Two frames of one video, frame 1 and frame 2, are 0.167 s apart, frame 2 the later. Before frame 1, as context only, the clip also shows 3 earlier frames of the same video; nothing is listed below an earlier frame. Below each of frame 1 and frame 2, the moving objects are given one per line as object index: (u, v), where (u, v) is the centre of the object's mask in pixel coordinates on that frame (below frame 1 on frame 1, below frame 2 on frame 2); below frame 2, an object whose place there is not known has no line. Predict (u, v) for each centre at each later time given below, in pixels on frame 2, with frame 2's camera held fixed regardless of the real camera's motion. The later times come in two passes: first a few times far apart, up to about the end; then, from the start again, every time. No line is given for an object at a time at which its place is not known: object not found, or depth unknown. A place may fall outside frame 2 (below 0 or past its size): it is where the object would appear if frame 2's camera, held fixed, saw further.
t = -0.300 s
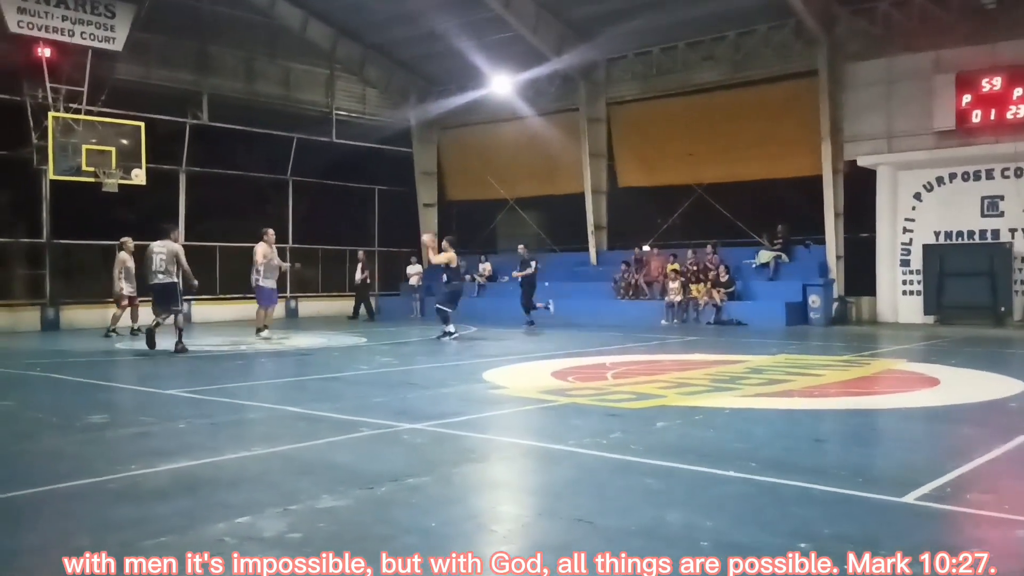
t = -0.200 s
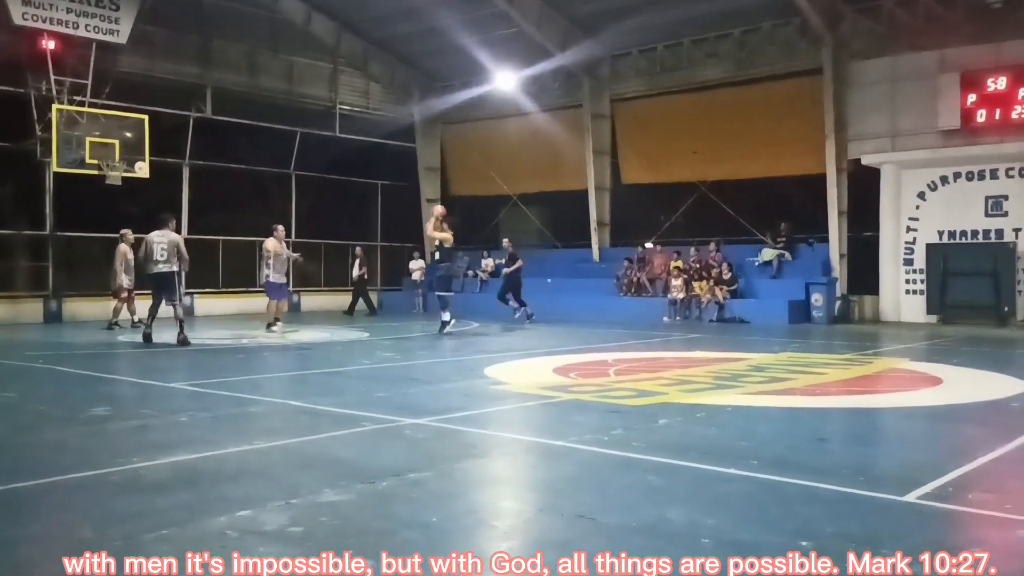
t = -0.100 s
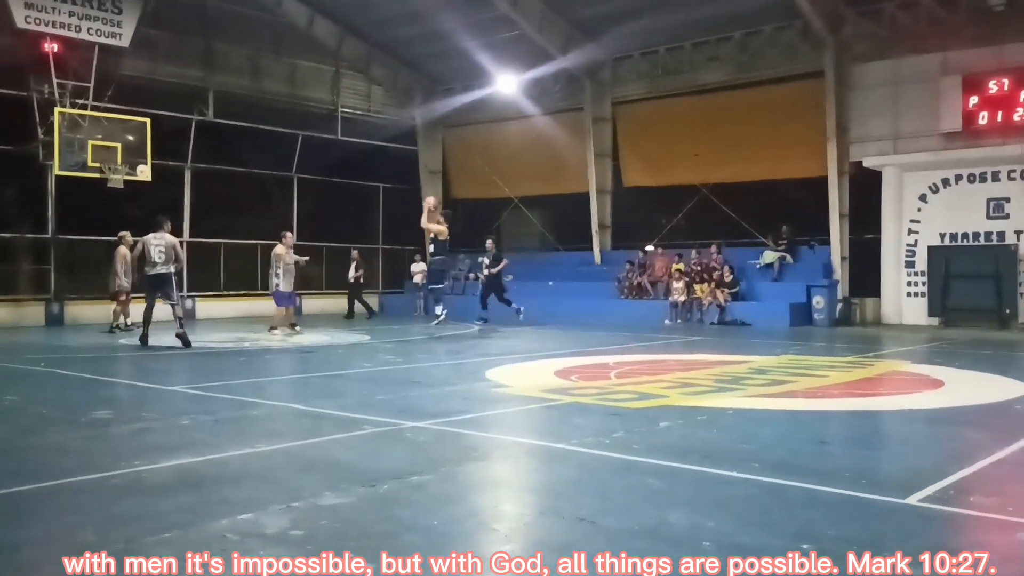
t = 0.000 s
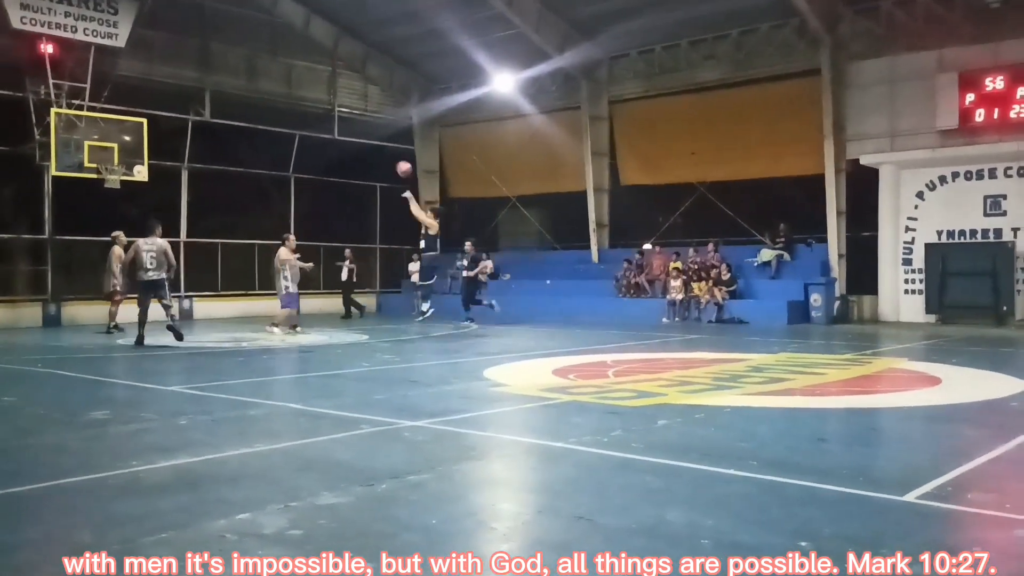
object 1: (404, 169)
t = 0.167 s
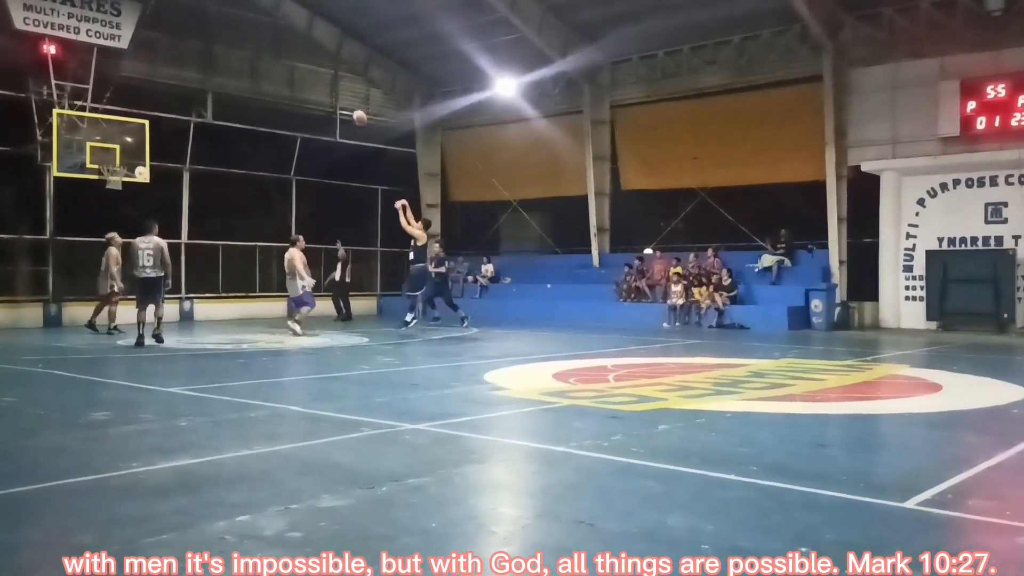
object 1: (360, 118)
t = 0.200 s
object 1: (350, 108)
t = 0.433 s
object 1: (290, 68)
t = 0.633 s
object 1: (241, 59)
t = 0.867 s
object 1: (188, 77)
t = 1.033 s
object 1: (152, 108)
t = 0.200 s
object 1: (350, 108)
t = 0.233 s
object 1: (340, 100)
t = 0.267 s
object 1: (332, 93)
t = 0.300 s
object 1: (324, 87)
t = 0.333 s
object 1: (315, 81)
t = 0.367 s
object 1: (307, 76)
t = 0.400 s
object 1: (299, 71)
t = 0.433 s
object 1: (290, 68)
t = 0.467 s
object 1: (281, 63)
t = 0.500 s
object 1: (272, 61)
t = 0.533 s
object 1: (265, 60)
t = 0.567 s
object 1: (257, 59)
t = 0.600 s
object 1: (249, 59)
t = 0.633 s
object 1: (241, 59)
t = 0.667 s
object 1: (233, 59)
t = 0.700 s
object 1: (226, 60)
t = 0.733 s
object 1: (218, 62)
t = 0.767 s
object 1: (210, 65)
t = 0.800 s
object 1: (203, 68)
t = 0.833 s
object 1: (196, 73)
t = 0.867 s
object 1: (188, 77)
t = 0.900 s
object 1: (181, 83)
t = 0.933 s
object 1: (173, 88)
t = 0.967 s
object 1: (166, 94)
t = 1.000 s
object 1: (159, 100)
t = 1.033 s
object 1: (152, 108)
